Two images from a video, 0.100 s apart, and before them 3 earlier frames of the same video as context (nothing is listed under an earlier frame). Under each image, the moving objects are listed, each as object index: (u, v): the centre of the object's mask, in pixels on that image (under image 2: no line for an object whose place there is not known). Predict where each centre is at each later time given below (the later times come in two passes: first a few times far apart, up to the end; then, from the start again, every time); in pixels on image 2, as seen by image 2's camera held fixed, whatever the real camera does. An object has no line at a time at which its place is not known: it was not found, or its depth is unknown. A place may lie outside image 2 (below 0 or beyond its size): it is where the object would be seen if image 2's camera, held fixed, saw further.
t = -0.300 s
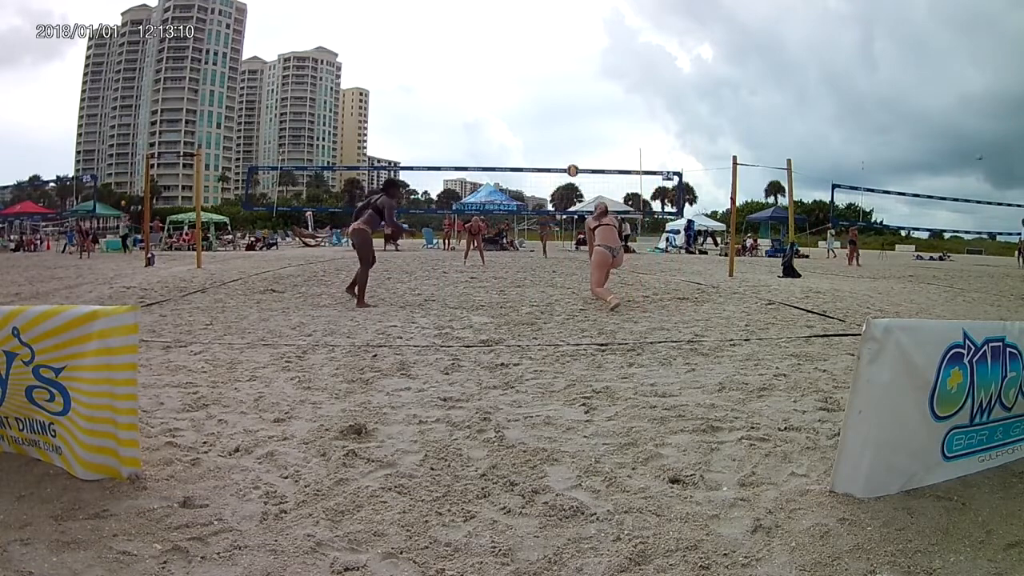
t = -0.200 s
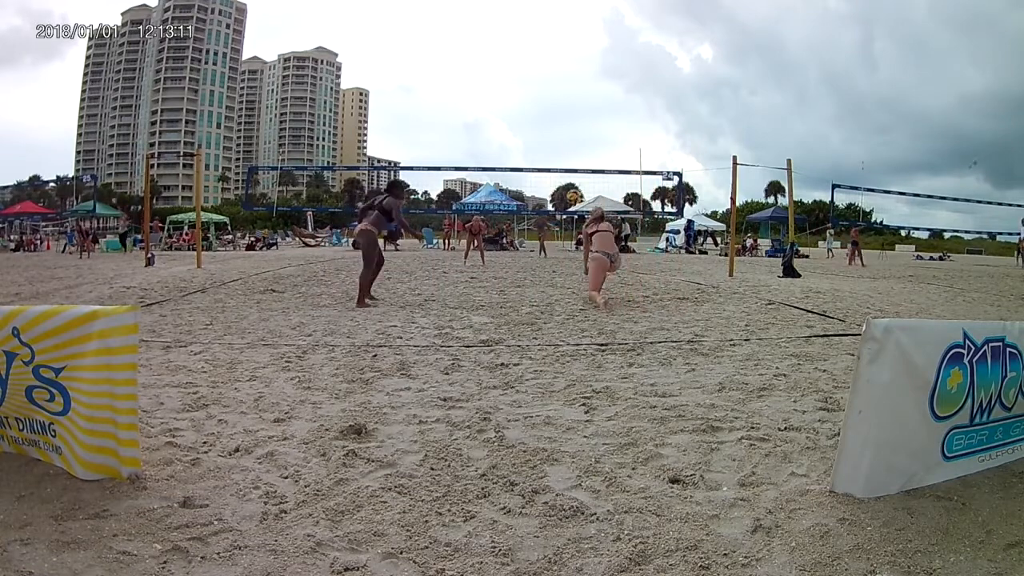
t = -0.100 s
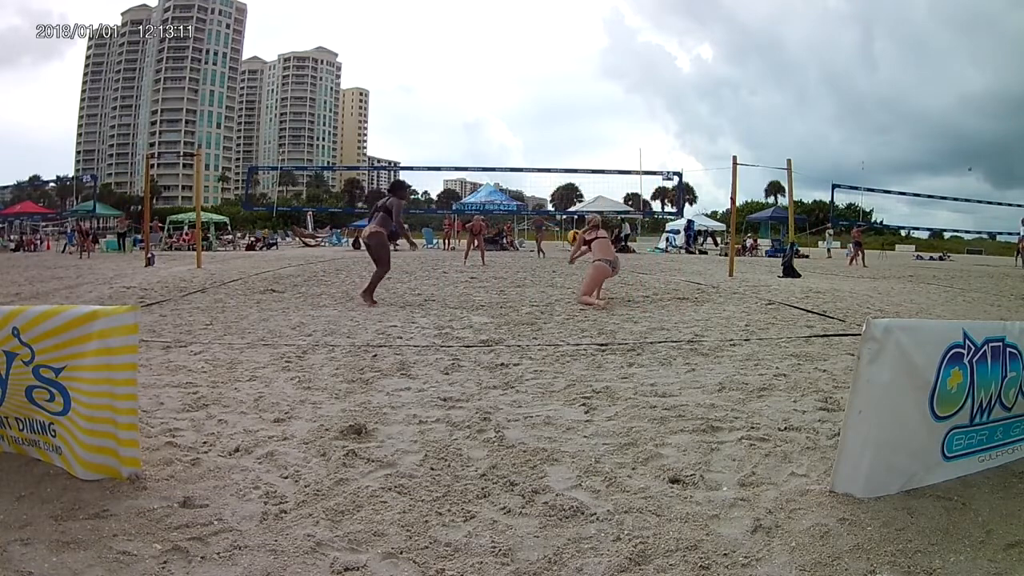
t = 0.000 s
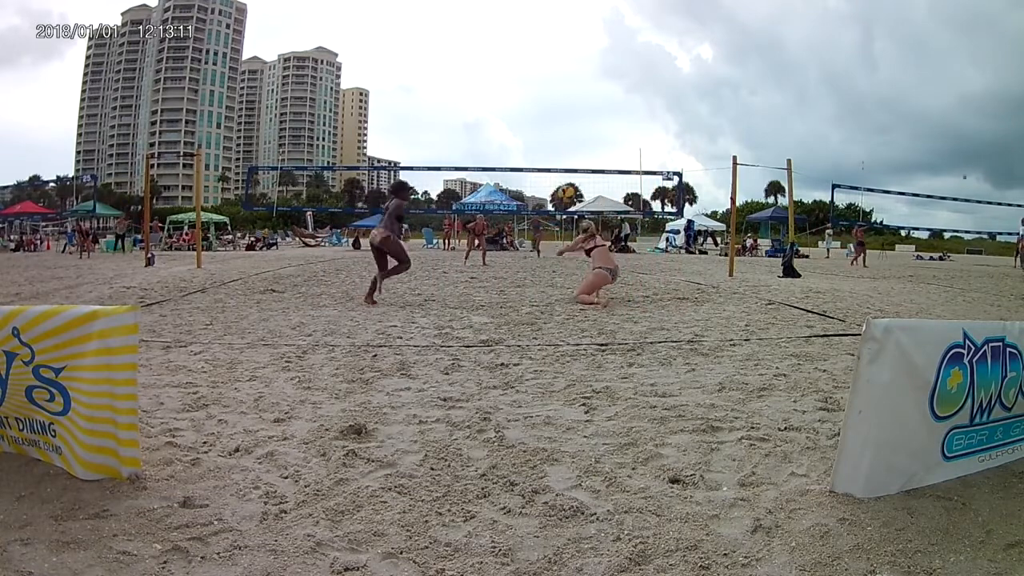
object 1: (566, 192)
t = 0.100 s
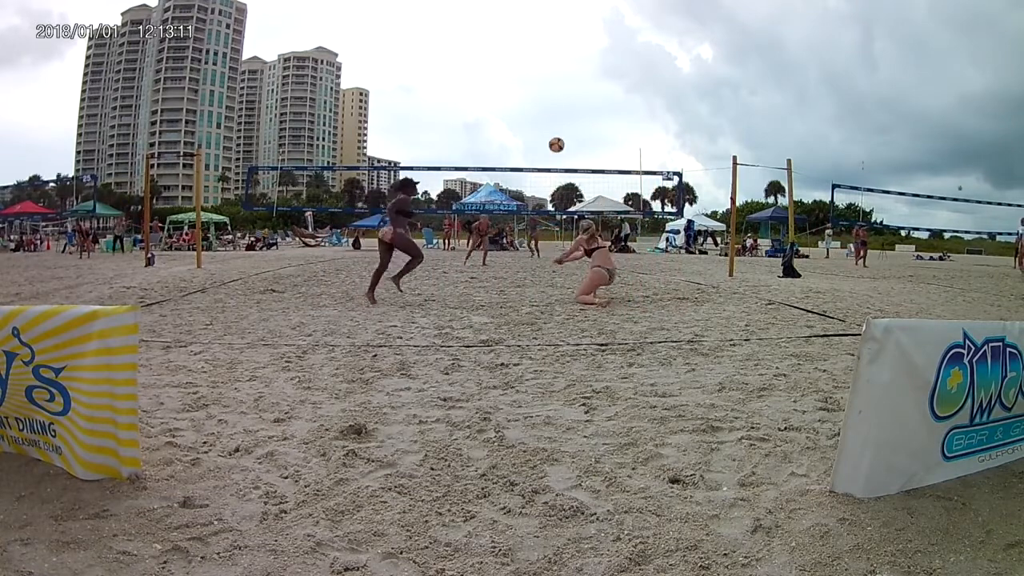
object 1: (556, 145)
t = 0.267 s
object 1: (539, 85)
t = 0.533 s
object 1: (515, 37)
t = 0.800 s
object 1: (492, 34)
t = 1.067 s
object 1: (471, 67)
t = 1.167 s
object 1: (463, 89)
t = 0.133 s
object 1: (553, 130)
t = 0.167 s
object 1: (549, 117)
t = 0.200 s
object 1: (546, 106)
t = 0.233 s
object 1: (543, 95)
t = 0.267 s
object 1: (539, 85)
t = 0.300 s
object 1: (536, 76)
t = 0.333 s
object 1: (533, 68)
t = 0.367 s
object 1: (530, 61)
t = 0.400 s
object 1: (527, 55)
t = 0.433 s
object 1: (524, 49)
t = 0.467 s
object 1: (521, 44)
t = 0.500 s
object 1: (518, 40)
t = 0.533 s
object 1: (515, 37)
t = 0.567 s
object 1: (512, 34)
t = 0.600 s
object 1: (509, 32)
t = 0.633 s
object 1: (506, 31)
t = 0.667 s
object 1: (503, 31)
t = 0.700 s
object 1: (500, 31)
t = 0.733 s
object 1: (497, 31)
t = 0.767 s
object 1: (494, 32)
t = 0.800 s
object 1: (492, 34)
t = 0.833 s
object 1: (489, 37)
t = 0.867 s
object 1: (486, 40)
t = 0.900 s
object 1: (484, 43)
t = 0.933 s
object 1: (481, 47)
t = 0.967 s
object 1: (479, 50)
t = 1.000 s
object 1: (477, 55)
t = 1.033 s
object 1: (474, 61)
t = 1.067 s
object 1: (471, 67)
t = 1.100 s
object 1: (468, 73)
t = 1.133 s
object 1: (466, 81)
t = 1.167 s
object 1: (463, 89)
